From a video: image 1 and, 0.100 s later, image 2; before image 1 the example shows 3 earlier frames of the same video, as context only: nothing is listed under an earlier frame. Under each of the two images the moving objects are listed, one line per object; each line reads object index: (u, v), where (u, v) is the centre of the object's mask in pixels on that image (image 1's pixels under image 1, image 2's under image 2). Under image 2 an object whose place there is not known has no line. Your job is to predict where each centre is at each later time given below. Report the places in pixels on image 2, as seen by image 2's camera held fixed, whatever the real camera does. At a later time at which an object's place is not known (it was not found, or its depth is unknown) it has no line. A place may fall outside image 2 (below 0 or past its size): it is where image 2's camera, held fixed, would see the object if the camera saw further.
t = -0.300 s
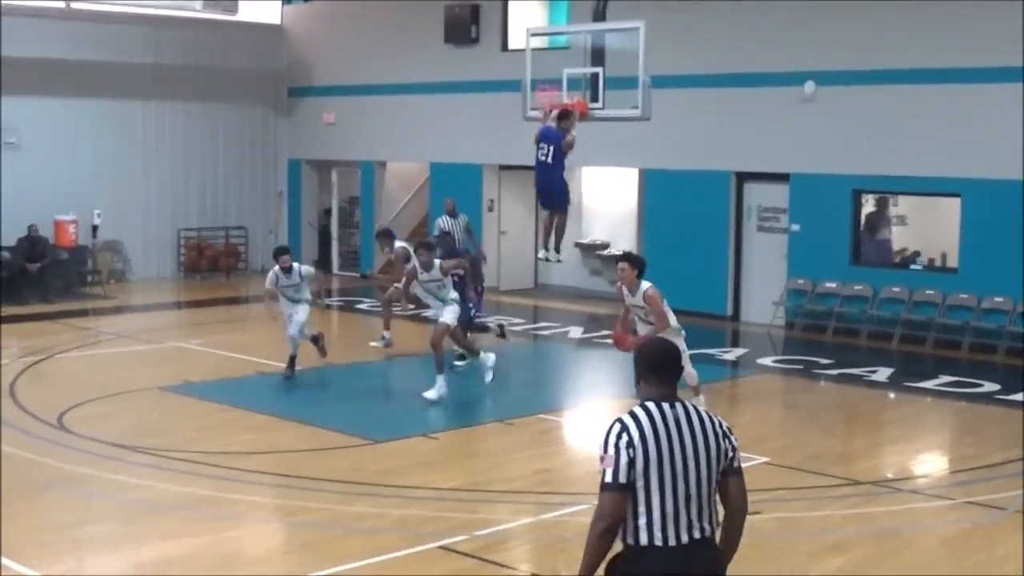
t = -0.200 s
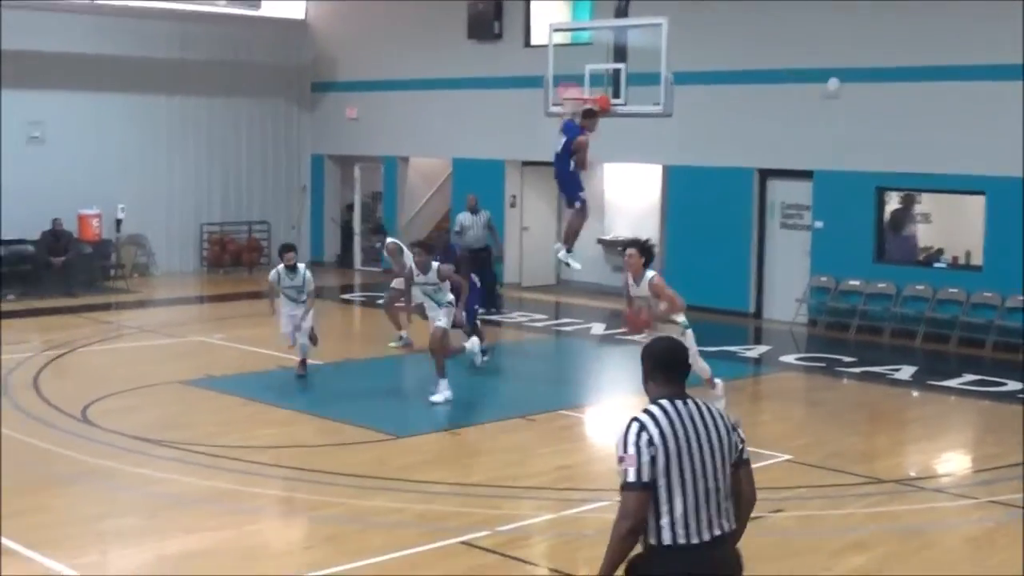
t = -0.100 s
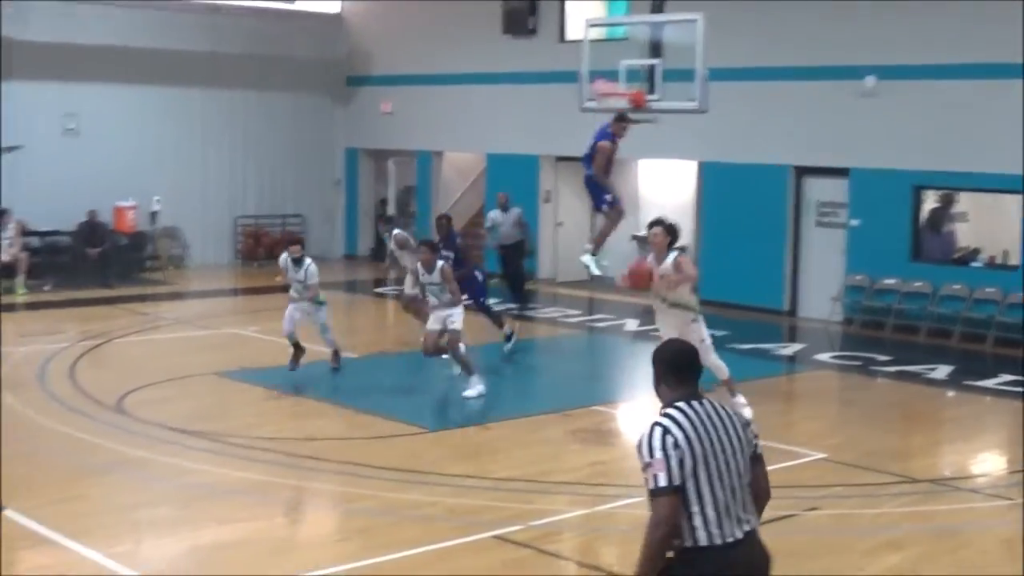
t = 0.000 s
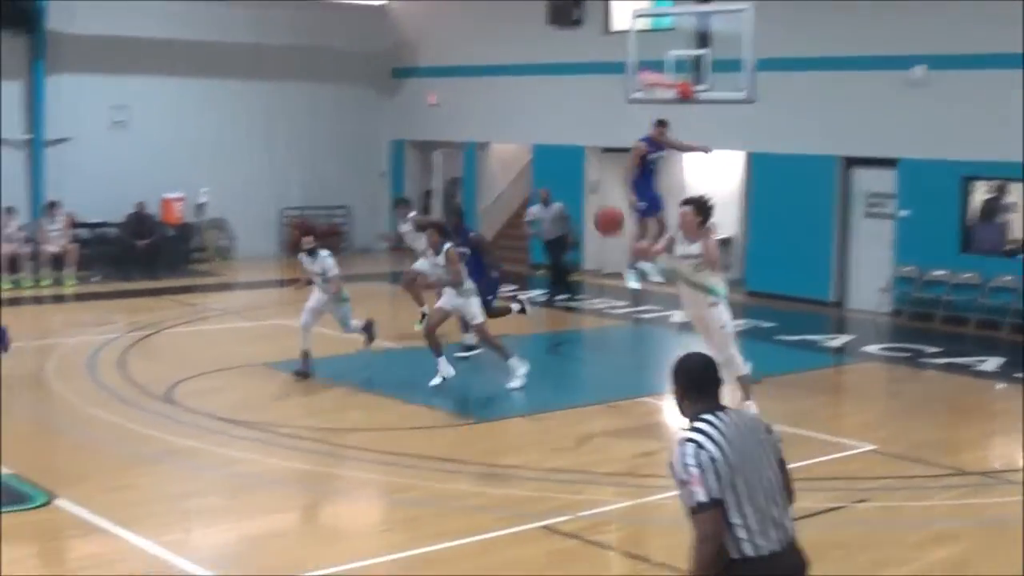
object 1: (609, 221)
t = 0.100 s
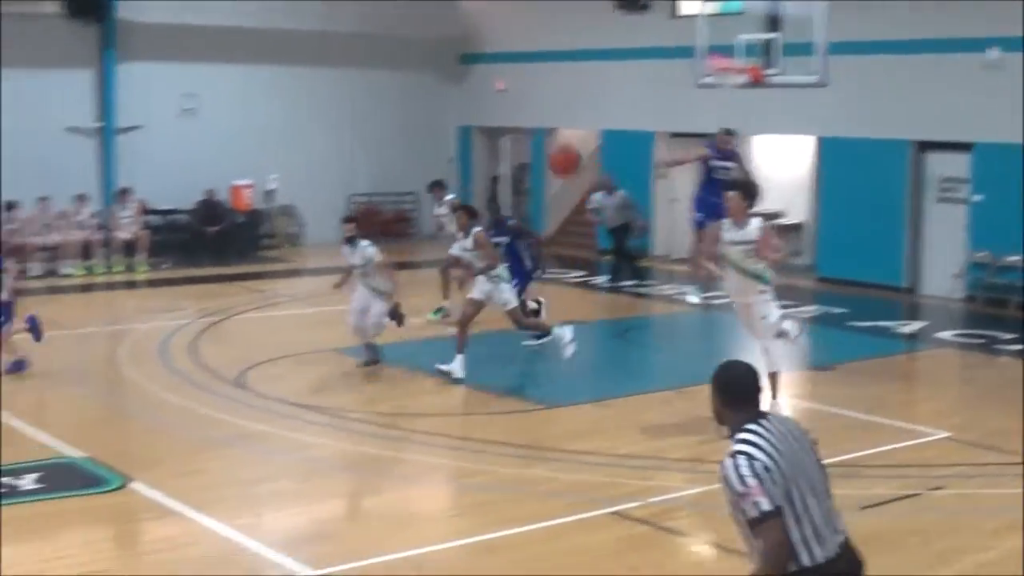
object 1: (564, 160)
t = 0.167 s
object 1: (472, 131)
